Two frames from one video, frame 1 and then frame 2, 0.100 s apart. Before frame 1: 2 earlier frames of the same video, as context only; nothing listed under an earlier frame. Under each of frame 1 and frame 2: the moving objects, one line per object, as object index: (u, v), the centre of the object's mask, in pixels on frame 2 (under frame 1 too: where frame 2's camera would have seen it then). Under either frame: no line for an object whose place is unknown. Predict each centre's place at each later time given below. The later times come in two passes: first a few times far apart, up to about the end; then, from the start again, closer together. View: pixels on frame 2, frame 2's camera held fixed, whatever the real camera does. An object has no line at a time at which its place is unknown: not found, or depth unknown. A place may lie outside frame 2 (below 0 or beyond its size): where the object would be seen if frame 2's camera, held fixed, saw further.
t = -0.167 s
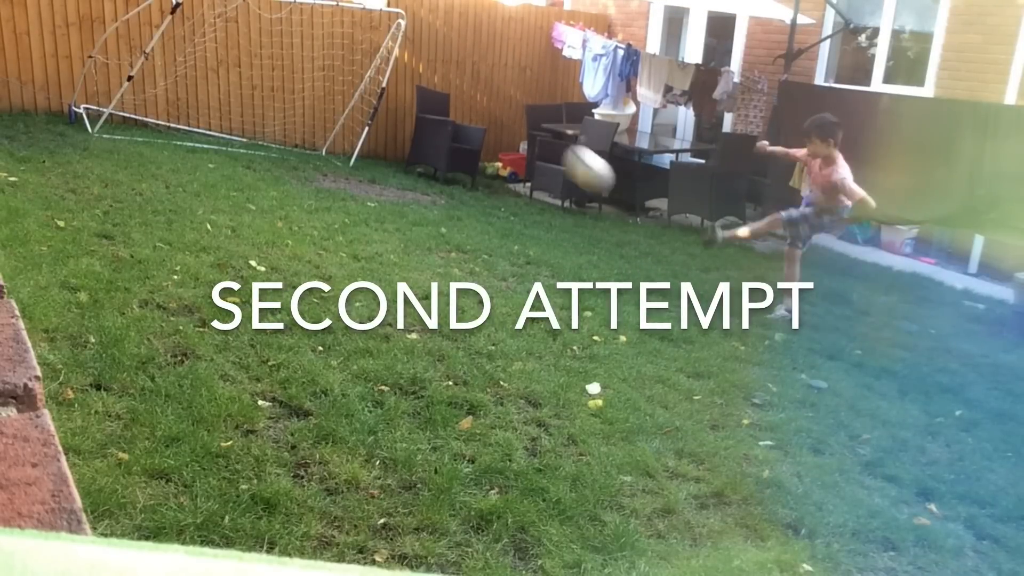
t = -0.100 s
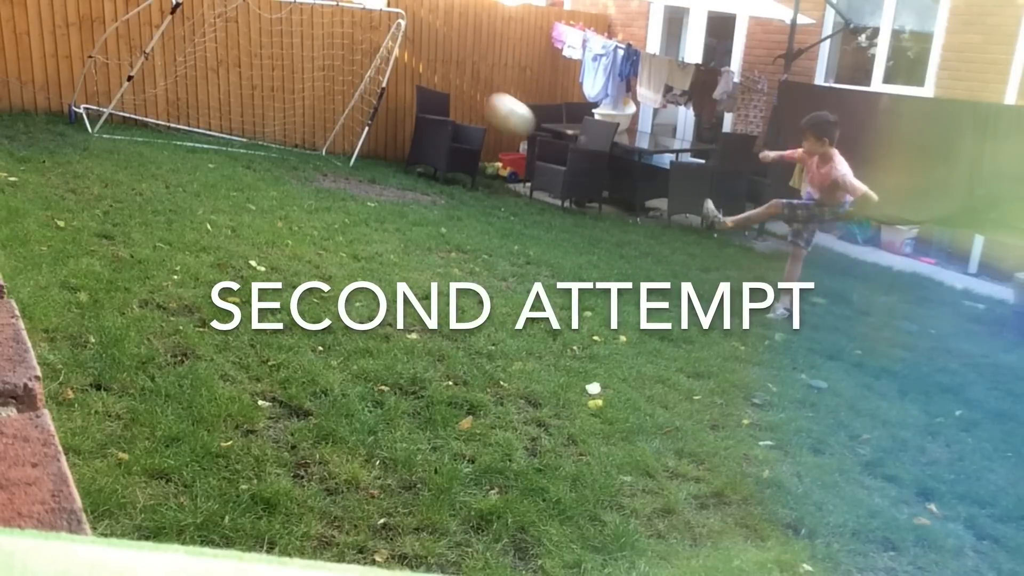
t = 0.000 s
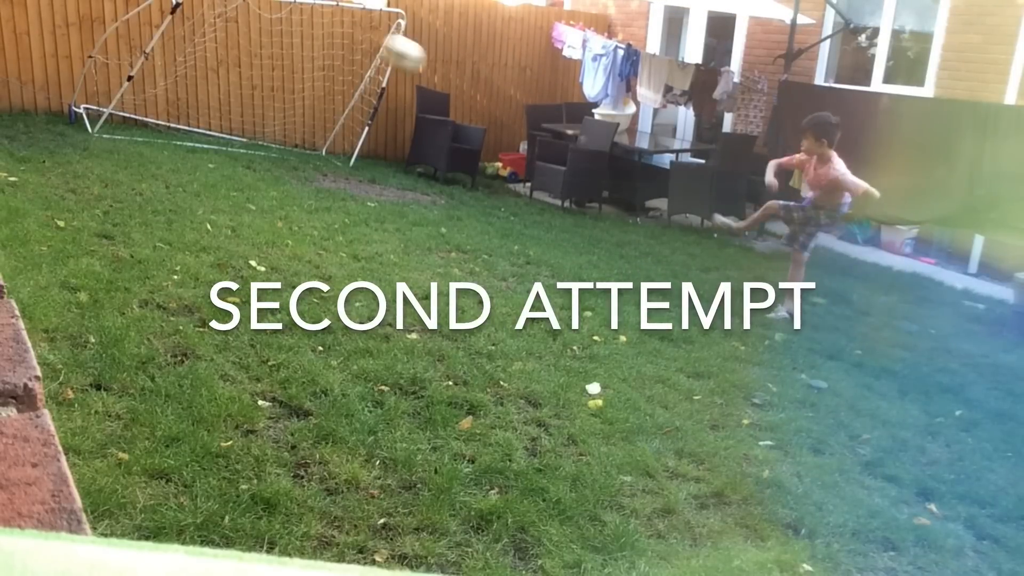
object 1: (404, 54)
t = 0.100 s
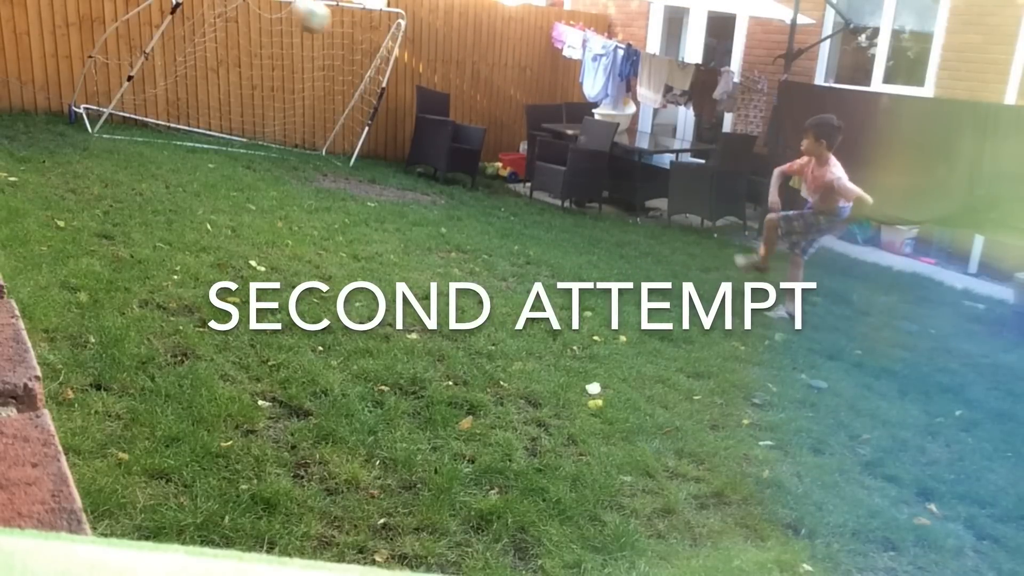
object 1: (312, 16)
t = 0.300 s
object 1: (219, 9)
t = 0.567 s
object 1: (228, 94)
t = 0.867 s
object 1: (275, 99)
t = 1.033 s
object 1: (314, 95)
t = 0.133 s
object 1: (284, 10)
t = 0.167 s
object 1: (258, 8)
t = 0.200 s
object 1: (233, 5)
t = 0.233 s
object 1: (219, 5)
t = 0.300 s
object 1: (219, 9)
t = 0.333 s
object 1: (220, 12)
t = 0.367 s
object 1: (221, 18)
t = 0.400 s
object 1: (222, 28)
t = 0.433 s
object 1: (224, 38)
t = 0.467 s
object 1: (225, 51)
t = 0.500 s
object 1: (227, 63)
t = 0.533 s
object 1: (227, 78)
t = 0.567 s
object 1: (228, 94)
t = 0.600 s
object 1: (230, 110)
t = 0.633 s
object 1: (232, 128)
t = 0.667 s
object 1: (233, 146)
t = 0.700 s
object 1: (240, 138)
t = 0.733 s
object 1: (247, 127)
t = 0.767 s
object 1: (254, 118)
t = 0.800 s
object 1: (261, 110)
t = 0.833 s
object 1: (268, 104)
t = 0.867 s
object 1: (275, 99)
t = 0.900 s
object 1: (283, 95)
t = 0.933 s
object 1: (290, 93)
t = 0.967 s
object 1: (298, 92)
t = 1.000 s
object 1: (306, 93)
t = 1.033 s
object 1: (314, 95)
